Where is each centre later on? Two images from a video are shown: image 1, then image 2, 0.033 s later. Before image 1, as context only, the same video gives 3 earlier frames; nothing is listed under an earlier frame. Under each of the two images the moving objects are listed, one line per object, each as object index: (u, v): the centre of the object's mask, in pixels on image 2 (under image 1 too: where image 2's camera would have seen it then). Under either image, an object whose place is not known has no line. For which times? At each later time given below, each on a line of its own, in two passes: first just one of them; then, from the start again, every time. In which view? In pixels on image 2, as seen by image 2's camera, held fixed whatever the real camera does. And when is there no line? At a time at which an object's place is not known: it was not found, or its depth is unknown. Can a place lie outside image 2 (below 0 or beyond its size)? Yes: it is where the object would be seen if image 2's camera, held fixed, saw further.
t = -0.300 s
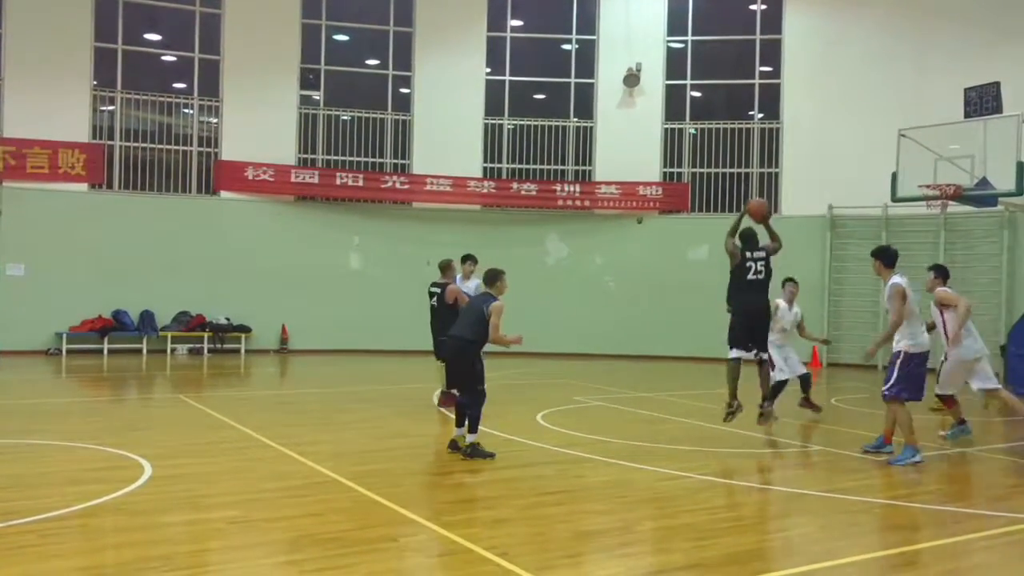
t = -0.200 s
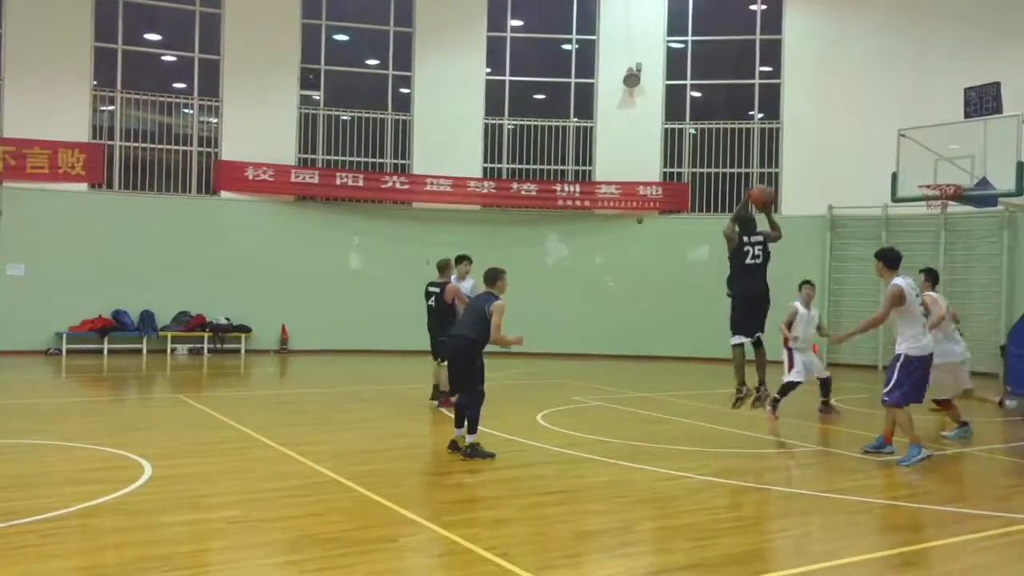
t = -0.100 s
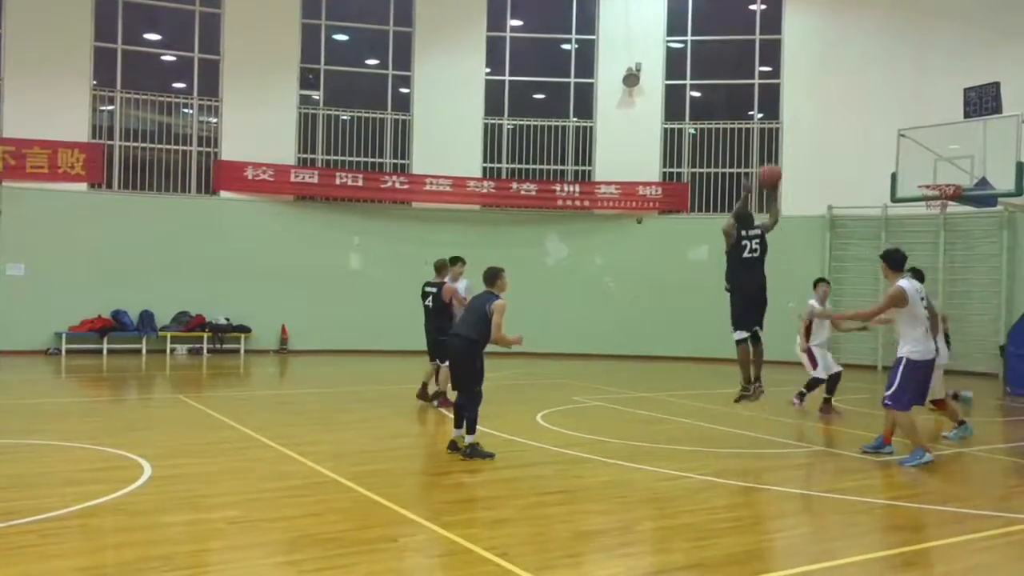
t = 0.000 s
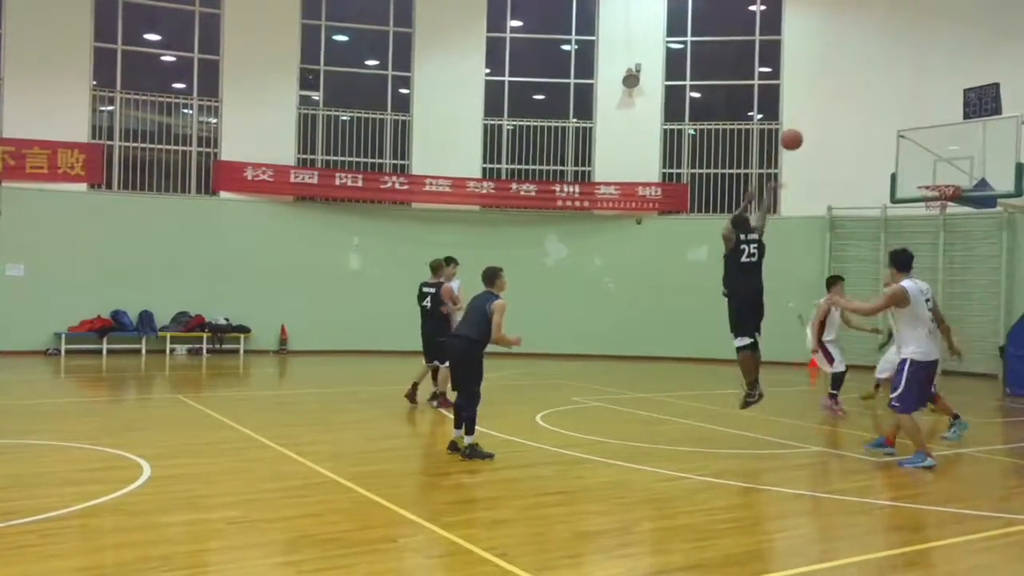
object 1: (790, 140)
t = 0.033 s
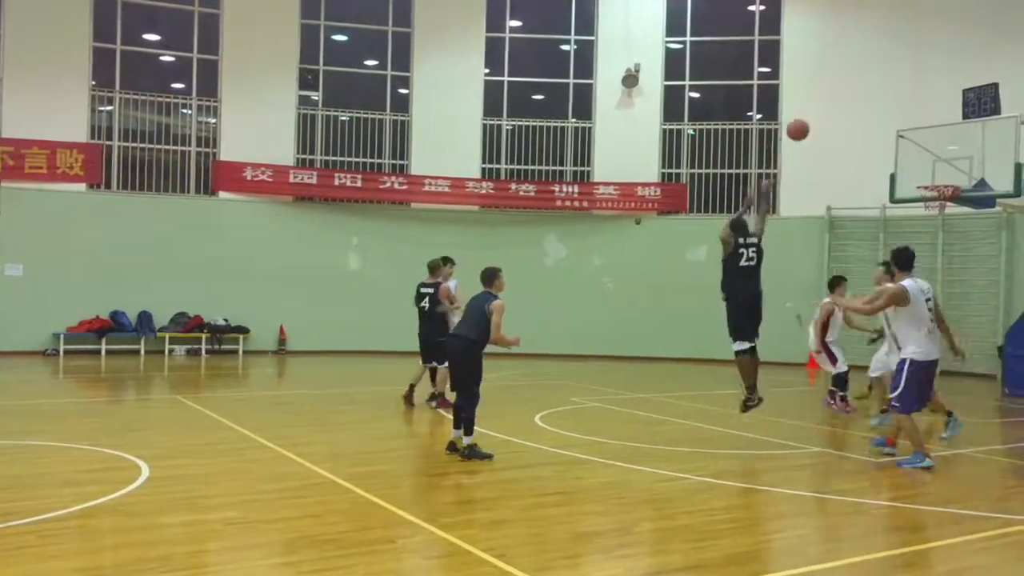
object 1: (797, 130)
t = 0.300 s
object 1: (849, 91)
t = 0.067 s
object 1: (805, 121)
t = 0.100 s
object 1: (812, 113)
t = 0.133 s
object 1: (819, 107)
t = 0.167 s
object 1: (826, 101)
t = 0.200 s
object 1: (832, 98)
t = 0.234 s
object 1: (839, 94)
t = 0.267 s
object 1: (844, 92)
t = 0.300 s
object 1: (849, 91)
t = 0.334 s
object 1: (856, 91)
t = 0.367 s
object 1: (860, 93)
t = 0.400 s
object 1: (866, 94)
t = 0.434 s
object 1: (871, 97)
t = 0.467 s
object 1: (876, 100)
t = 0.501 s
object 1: (881, 103)
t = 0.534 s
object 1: (886, 108)
